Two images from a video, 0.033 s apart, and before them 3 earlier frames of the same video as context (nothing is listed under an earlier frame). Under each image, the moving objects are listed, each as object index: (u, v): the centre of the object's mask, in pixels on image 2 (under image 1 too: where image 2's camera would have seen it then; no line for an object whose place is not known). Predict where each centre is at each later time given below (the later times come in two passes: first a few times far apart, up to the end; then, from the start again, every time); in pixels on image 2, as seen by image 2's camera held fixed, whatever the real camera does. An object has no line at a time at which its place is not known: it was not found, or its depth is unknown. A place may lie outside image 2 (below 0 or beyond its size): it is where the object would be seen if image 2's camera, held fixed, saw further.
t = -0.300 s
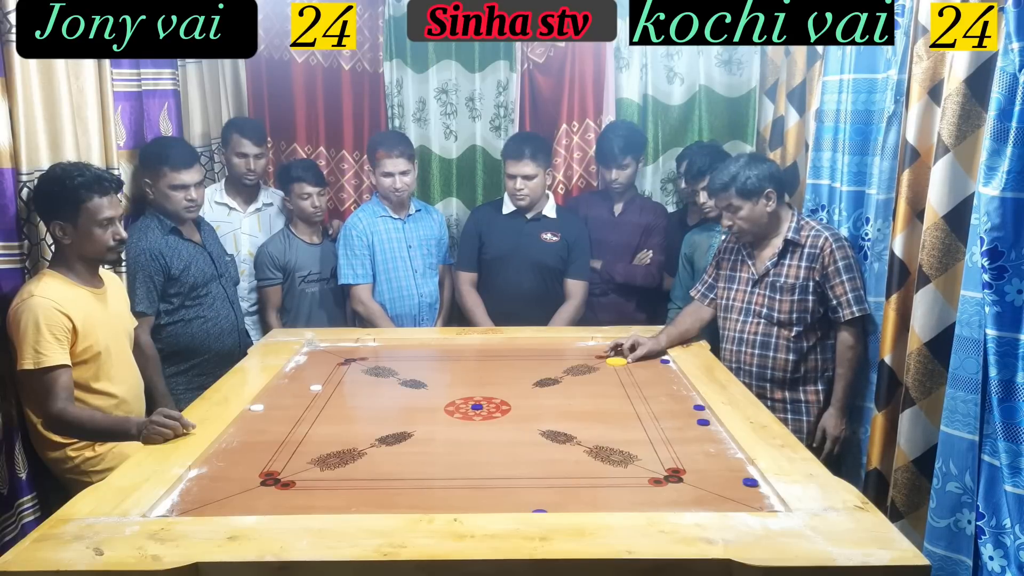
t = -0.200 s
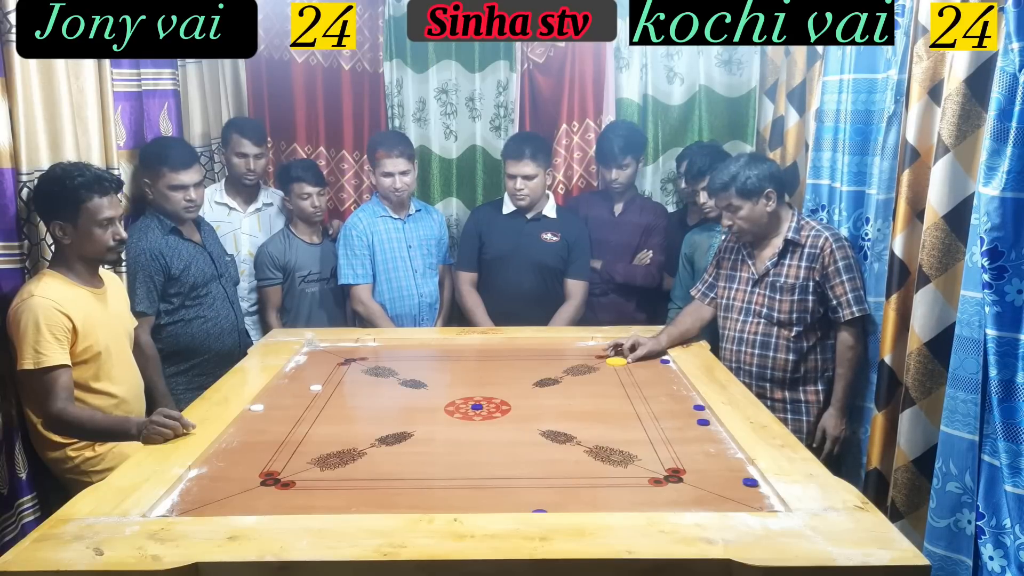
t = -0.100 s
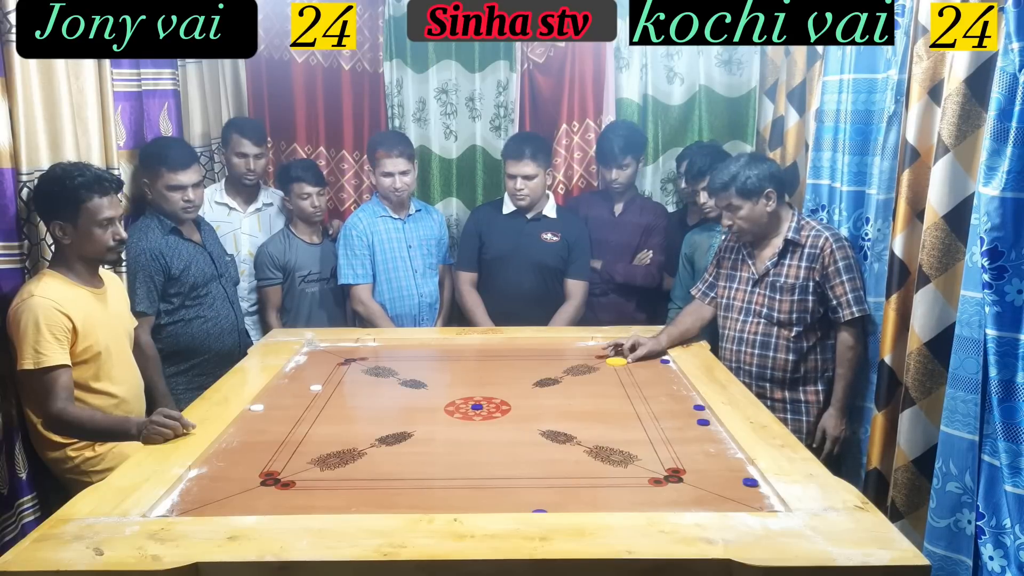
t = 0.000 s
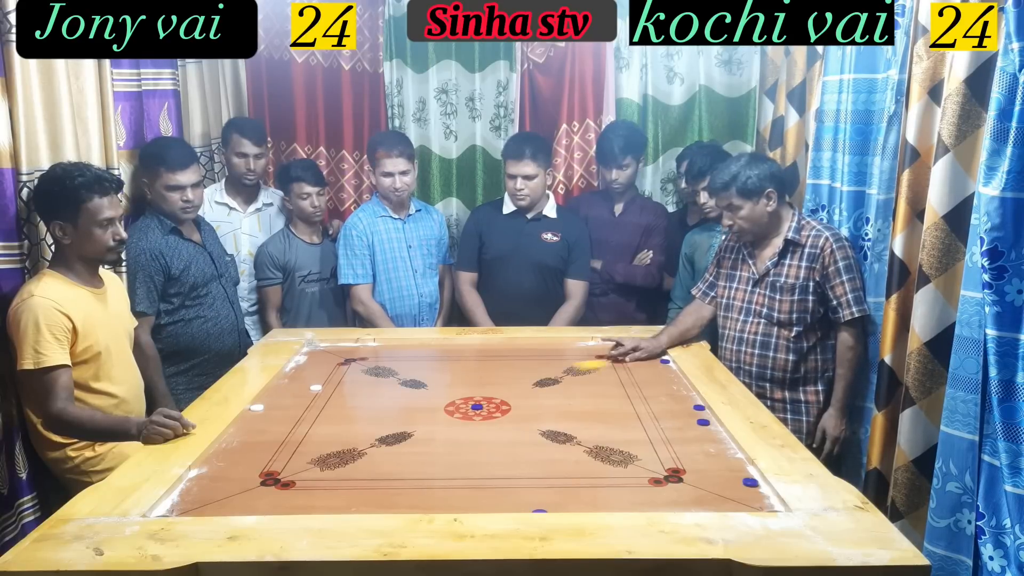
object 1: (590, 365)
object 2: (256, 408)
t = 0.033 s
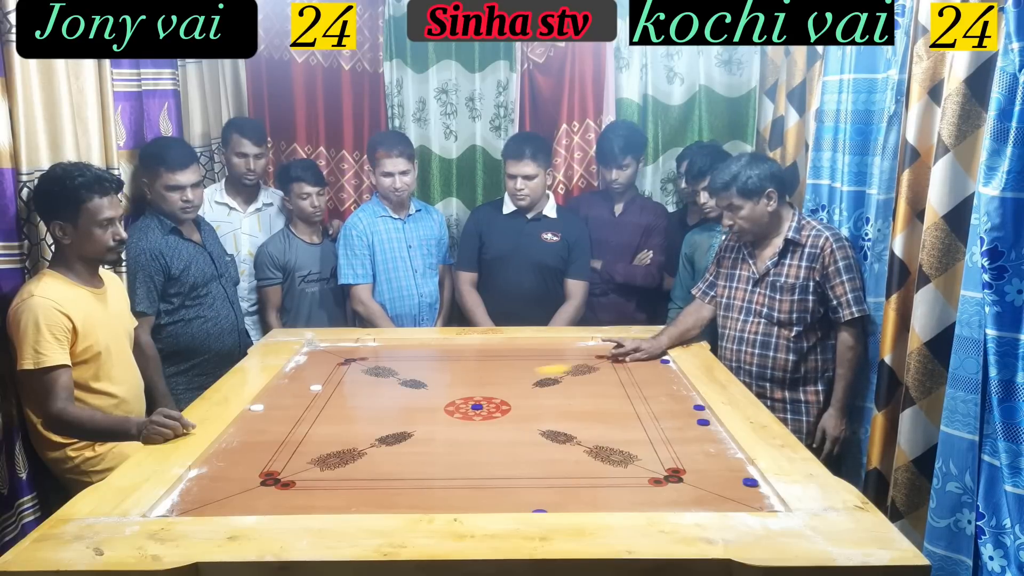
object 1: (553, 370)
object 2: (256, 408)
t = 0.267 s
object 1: (268, 404)
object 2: (253, 420)
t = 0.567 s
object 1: (362, 399)
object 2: (354, 511)
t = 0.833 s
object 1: (420, 396)
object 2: (479, 503)
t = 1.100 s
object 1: (449, 395)
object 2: (565, 494)
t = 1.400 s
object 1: (452, 395)
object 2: (622, 486)
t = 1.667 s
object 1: (452, 395)
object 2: (641, 482)
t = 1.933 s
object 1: (452, 395)
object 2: (642, 482)
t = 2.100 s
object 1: (452, 395)
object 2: (641, 482)
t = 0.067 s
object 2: (256, 408)
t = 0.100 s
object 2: (256, 408)
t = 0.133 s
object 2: (256, 408)
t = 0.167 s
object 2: (256, 408)
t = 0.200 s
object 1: (343, 395)
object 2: (256, 408)
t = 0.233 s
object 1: (296, 401)
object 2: (256, 407)
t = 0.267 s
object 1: (268, 404)
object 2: (253, 420)
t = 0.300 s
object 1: (278, 403)
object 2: (248, 447)
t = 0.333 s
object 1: (290, 403)
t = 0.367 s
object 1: (301, 402)
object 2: (235, 510)
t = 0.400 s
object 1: (312, 402)
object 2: (254, 512)
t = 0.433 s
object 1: (323, 401)
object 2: (274, 511)
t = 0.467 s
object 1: (333, 400)
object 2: (295, 513)
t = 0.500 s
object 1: (344, 400)
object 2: (316, 513)
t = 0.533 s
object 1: (353, 400)
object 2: (335, 512)
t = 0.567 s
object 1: (362, 399)
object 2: (354, 511)
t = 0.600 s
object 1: (371, 399)
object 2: (371, 510)
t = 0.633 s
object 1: (379, 398)
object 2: (388, 510)
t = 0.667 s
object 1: (387, 398)
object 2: (405, 509)
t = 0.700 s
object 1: (394, 397)
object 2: (421, 508)
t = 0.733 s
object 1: (401, 397)
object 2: (436, 507)
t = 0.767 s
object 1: (408, 397)
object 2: (451, 505)
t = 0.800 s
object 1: (414, 396)
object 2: (465, 504)
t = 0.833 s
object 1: (420, 396)
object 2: (479, 503)
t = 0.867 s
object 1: (425, 396)
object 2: (491, 502)
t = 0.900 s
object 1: (430, 396)
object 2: (503, 501)
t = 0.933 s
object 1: (434, 395)
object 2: (515, 500)
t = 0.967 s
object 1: (438, 395)
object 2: (527, 498)
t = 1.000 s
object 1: (441, 395)
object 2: (537, 497)
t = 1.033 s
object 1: (444, 395)
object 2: (547, 496)
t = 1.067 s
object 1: (447, 395)
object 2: (556, 495)
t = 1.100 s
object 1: (449, 395)
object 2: (565, 494)
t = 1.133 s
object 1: (450, 395)
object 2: (573, 493)
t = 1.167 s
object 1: (451, 395)
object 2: (581, 492)
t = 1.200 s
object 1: (452, 395)
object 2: (589, 491)
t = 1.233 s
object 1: (452, 395)
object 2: (595, 490)
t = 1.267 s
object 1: (452, 395)
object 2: (602, 489)
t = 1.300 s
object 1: (452, 395)
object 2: (607, 488)
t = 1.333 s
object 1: (452, 395)
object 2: (612, 488)
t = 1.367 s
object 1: (452, 395)
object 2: (618, 487)
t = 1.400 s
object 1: (452, 395)
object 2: (622, 486)
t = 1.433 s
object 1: (452, 395)
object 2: (625, 485)
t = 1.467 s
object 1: (452, 395)
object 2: (629, 485)
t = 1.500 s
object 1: (452, 395)
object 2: (632, 484)
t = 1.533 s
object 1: (452, 395)
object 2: (636, 483)
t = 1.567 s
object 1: (452, 395)
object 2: (637, 483)
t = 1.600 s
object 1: (452, 395)
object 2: (639, 483)
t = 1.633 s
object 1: (452, 395)
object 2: (640, 482)
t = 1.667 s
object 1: (452, 395)
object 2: (641, 482)
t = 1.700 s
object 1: (452, 395)
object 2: (642, 481)
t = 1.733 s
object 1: (452, 395)
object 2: (641, 482)
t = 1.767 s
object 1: (452, 395)
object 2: (642, 482)
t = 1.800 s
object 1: (452, 395)
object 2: (642, 482)
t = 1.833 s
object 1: (452, 395)
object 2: (642, 482)
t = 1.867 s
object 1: (452, 395)
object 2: (642, 482)
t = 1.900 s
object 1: (452, 395)
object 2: (642, 482)
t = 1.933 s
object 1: (452, 395)
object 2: (642, 482)
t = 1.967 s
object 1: (452, 395)
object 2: (641, 482)
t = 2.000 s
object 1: (452, 395)
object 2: (642, 482)
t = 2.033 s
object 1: (452, 395)
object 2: (641, 482)
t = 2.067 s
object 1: (452, 395)
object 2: (641, 482)
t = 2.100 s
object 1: (452, 395)
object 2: (641, 482)
